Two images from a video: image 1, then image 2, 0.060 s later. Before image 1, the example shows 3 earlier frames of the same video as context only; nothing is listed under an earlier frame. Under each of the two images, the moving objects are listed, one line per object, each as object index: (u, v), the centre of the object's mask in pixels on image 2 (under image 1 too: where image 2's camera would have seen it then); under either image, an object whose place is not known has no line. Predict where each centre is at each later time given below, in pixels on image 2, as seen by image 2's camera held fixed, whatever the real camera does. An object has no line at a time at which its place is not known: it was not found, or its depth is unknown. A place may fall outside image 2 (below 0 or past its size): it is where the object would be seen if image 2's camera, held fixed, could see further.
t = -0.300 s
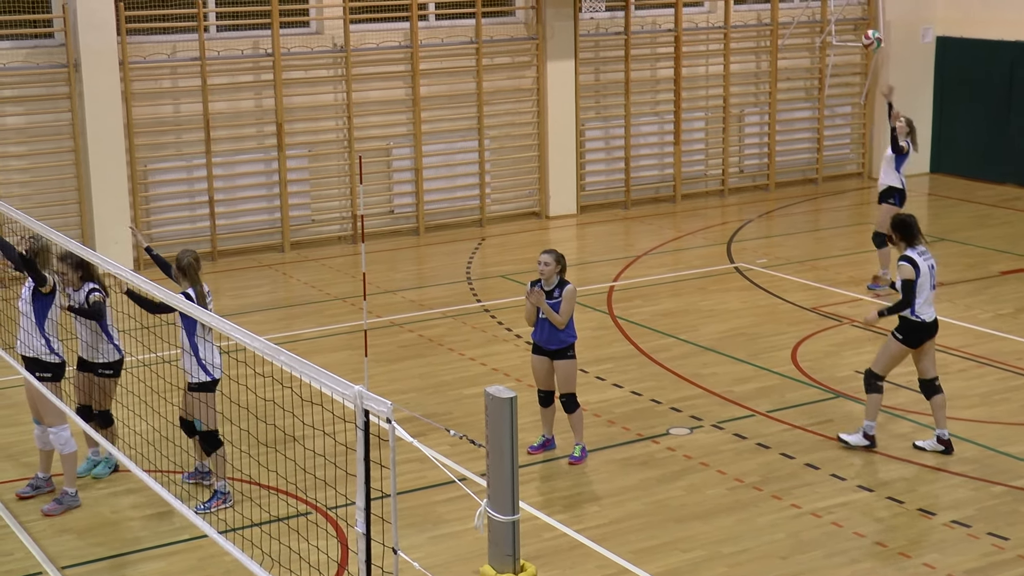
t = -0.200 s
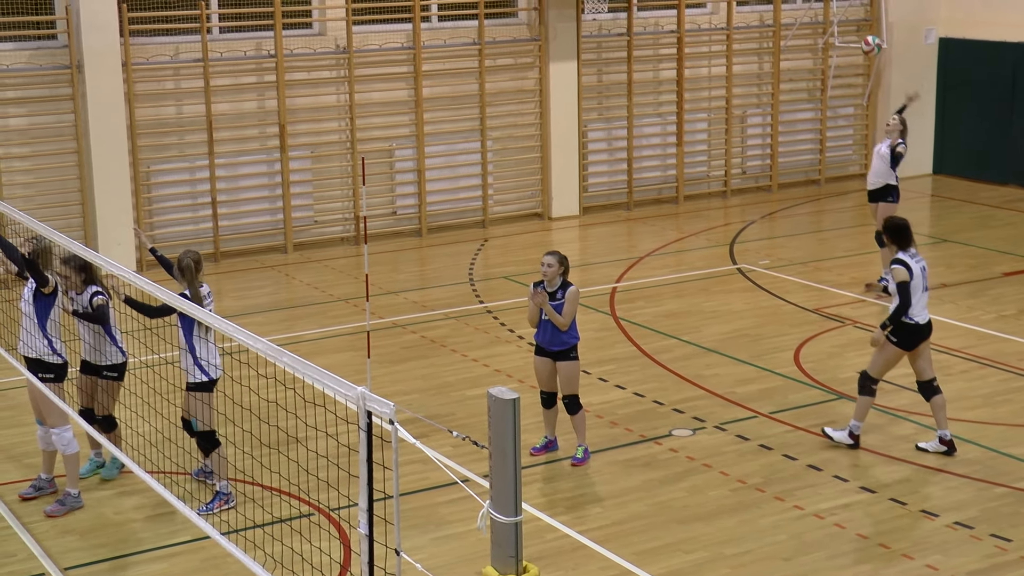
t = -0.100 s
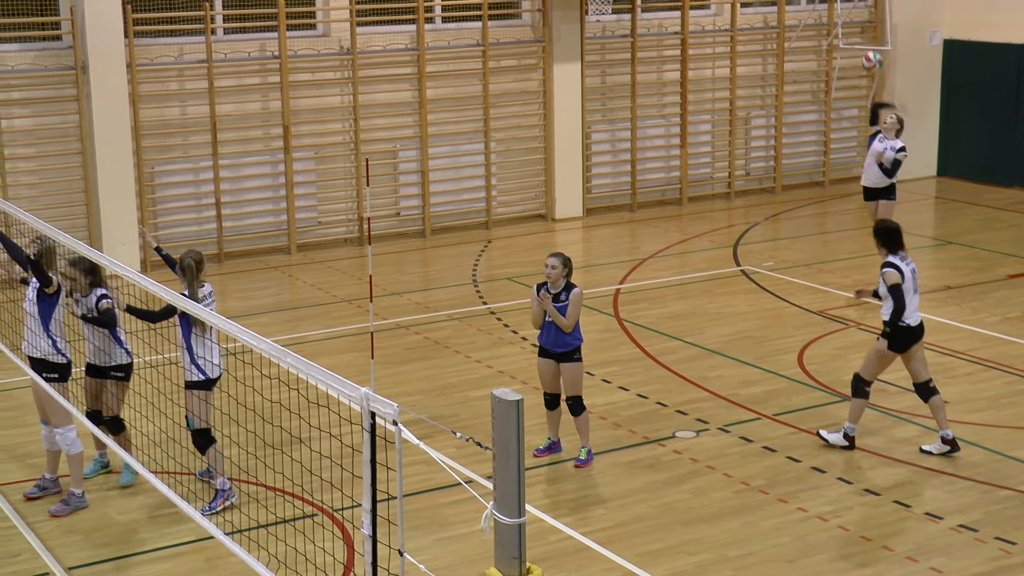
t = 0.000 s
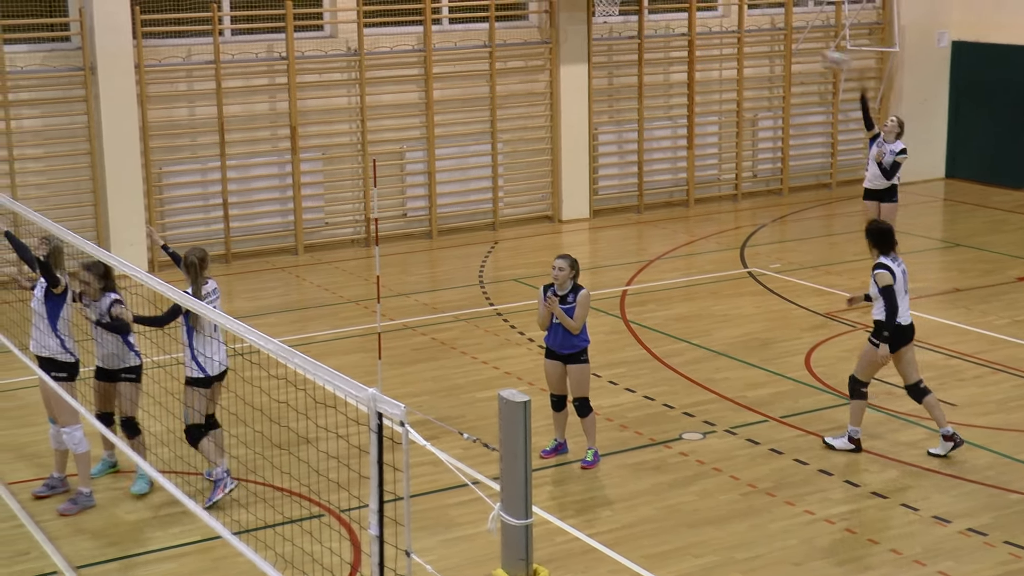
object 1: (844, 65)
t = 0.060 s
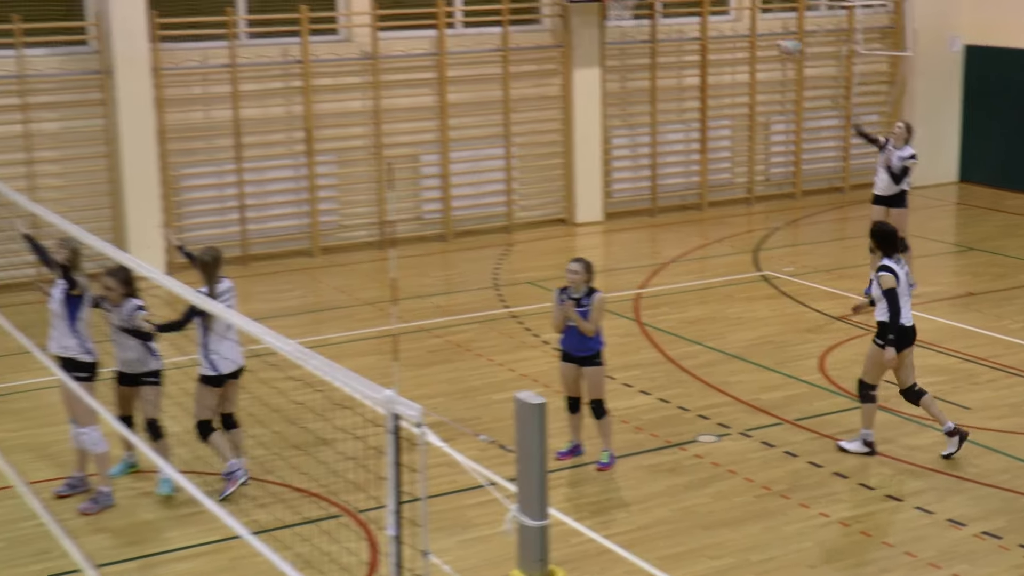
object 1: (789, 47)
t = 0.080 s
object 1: (769, 42)
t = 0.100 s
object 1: (748, 39)
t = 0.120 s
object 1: (728, 36)
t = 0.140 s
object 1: (705, 31)
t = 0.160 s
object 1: (685, 29)
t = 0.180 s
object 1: (662, 26)
